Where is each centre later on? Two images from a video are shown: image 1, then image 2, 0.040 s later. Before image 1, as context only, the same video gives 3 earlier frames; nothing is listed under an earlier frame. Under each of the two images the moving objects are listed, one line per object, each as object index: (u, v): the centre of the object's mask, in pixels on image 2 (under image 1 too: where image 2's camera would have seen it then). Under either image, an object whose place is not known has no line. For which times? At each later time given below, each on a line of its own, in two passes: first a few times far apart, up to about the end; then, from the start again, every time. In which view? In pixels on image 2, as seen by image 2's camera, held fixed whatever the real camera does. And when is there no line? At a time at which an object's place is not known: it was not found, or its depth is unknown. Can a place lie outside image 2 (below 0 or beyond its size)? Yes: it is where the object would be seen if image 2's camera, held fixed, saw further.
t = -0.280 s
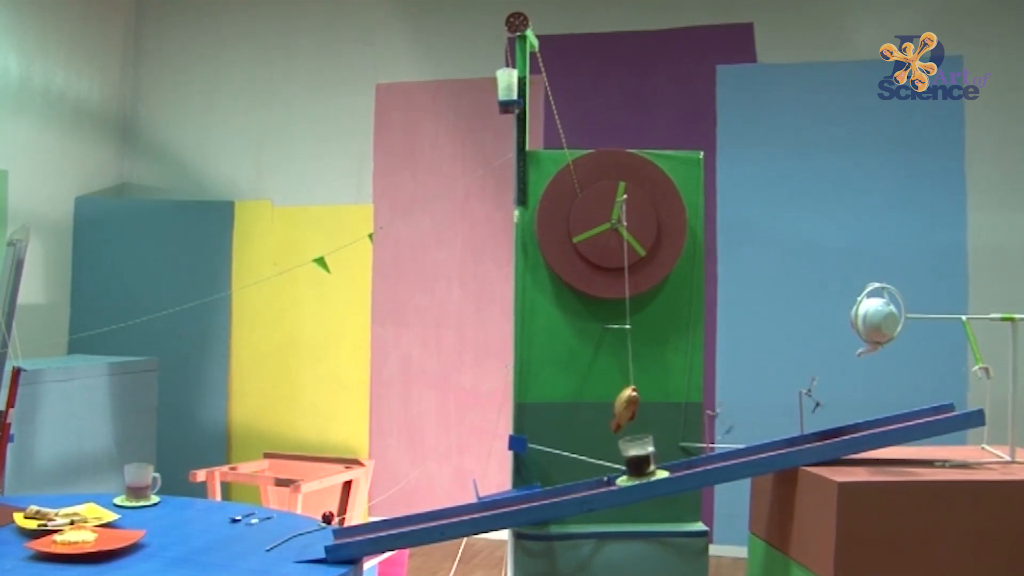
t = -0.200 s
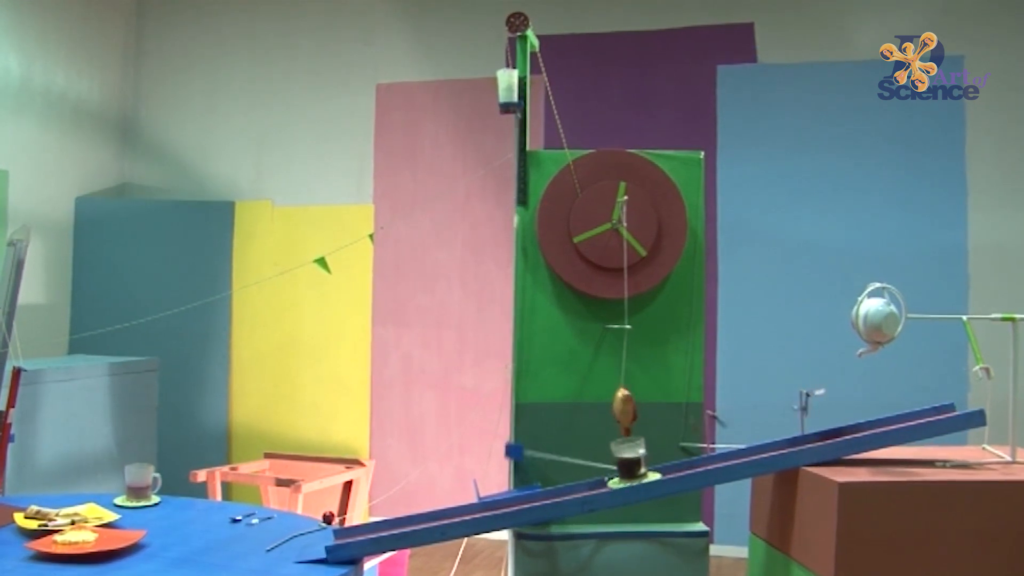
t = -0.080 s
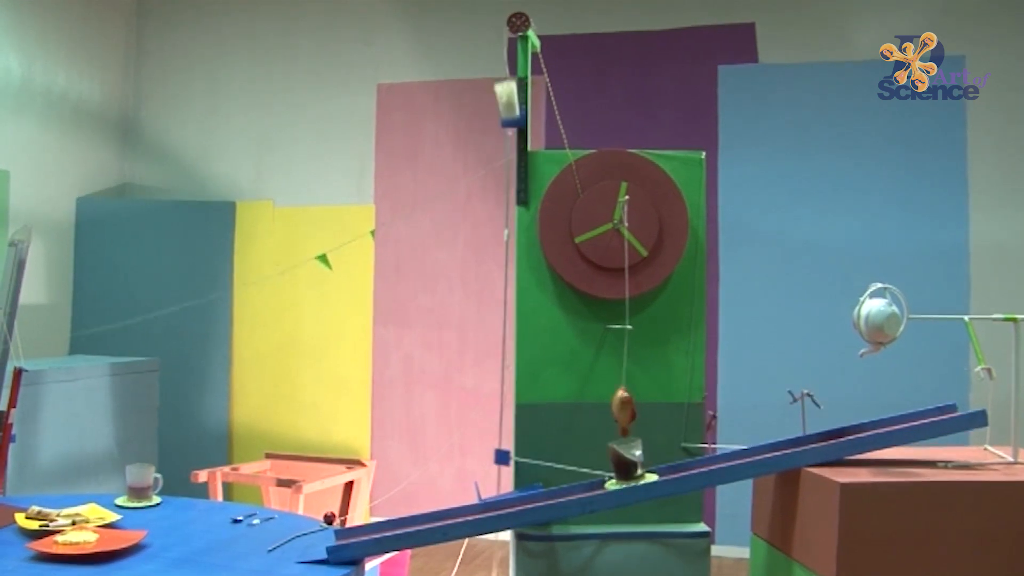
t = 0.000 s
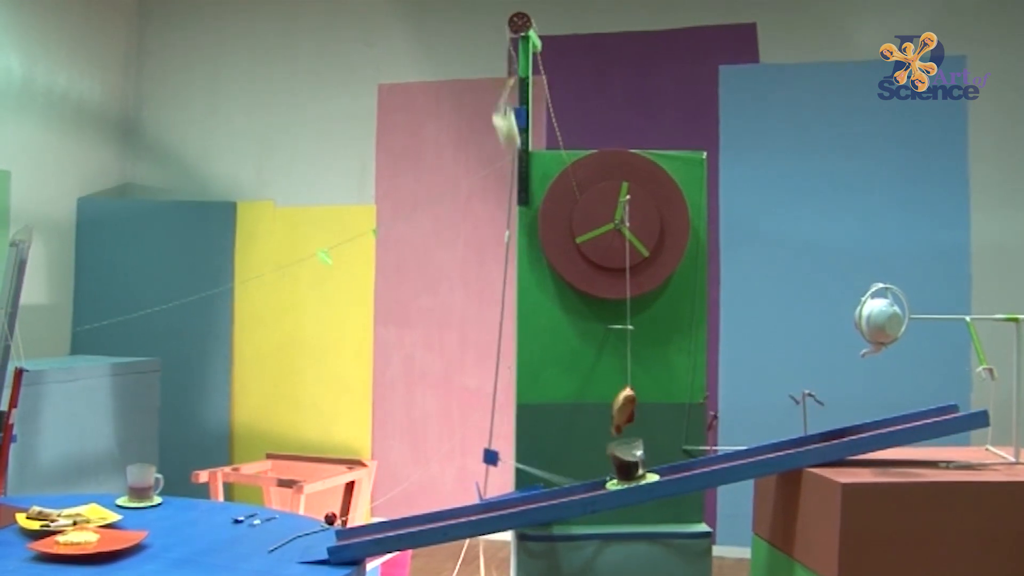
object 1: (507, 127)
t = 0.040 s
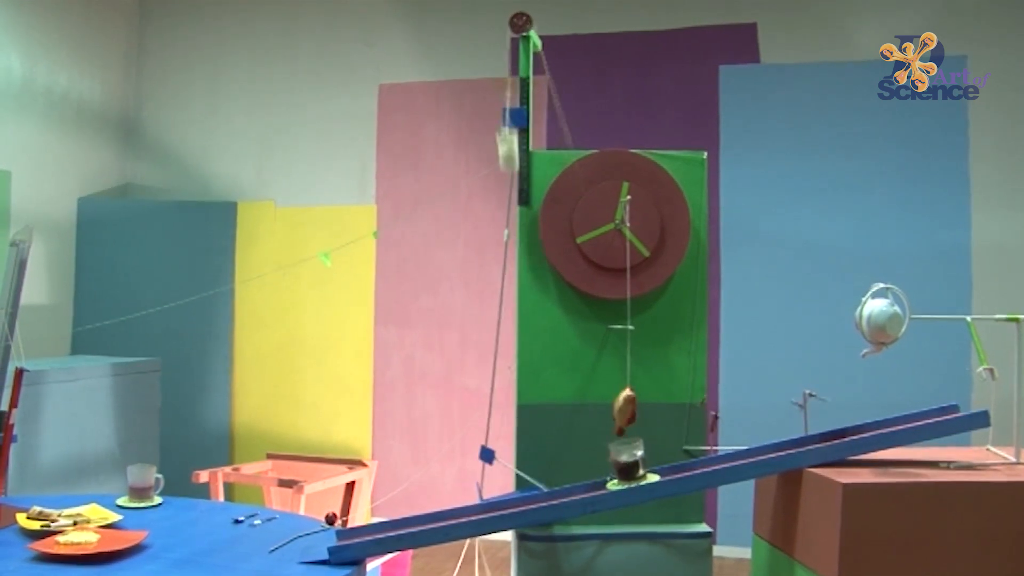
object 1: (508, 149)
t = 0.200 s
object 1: (508, 137)
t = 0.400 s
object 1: (509, 151)
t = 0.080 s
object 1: (508, 154)
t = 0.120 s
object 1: (508, 146)
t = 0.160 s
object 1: (508, 139)
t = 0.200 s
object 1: (508, 137)
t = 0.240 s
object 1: (509, 141)
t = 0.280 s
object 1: (509, 147)
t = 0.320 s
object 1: (509, 154)
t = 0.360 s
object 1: (509, 153)
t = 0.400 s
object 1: (509, 151)
